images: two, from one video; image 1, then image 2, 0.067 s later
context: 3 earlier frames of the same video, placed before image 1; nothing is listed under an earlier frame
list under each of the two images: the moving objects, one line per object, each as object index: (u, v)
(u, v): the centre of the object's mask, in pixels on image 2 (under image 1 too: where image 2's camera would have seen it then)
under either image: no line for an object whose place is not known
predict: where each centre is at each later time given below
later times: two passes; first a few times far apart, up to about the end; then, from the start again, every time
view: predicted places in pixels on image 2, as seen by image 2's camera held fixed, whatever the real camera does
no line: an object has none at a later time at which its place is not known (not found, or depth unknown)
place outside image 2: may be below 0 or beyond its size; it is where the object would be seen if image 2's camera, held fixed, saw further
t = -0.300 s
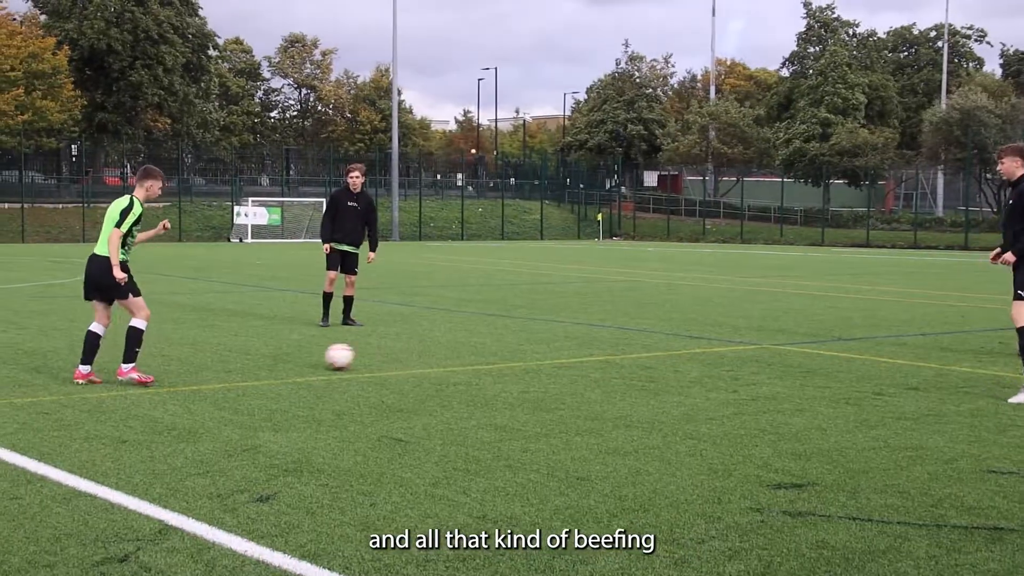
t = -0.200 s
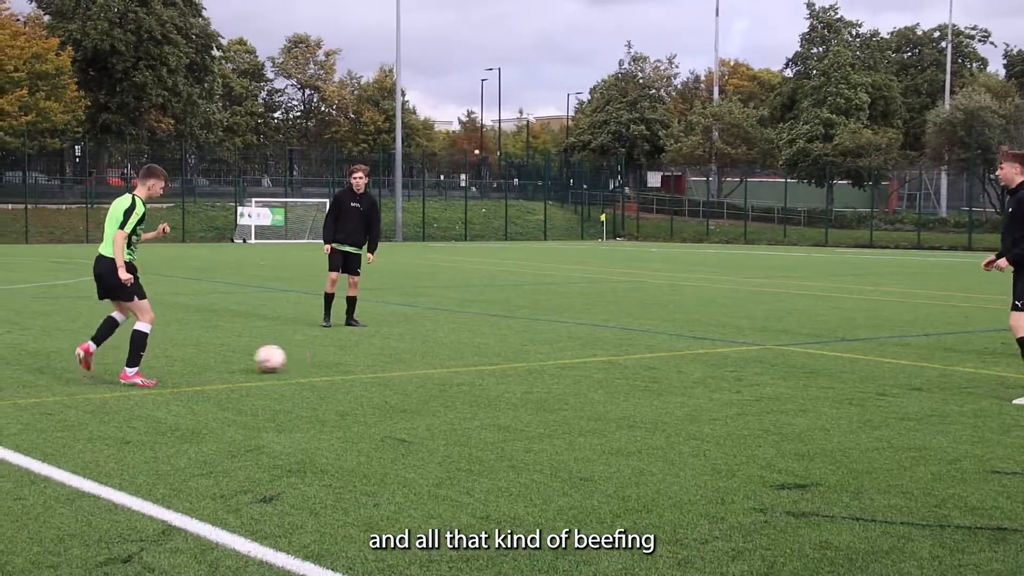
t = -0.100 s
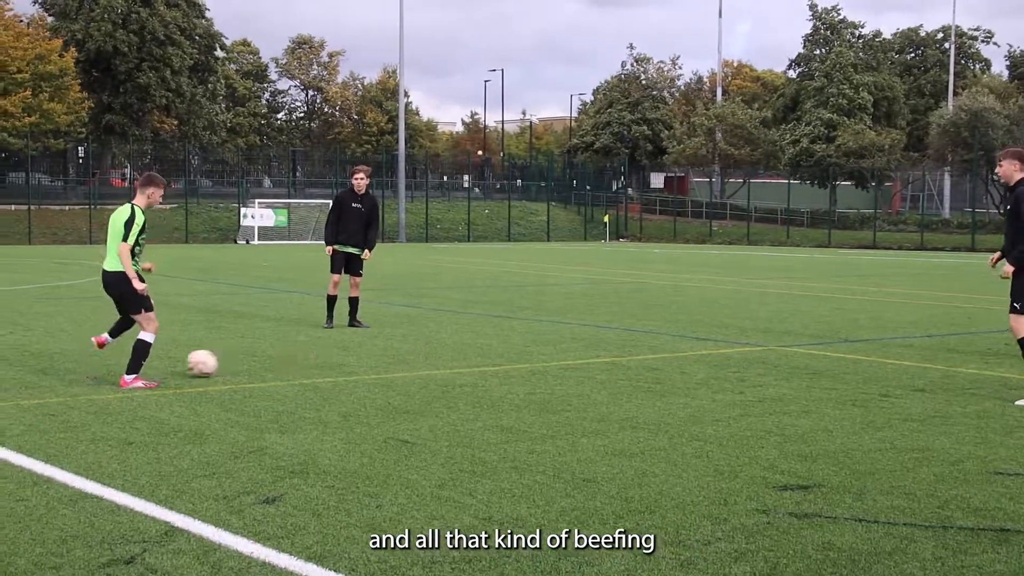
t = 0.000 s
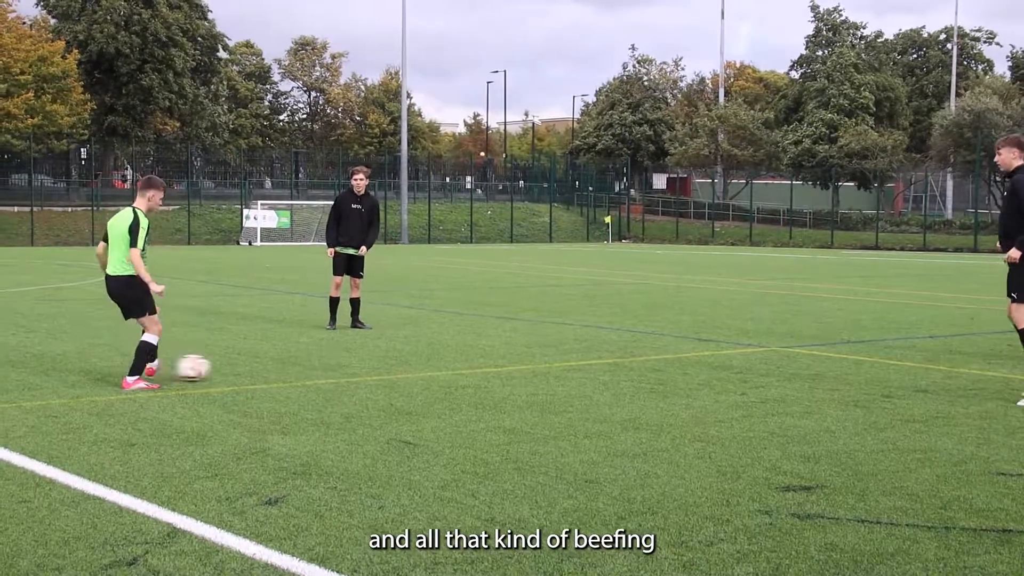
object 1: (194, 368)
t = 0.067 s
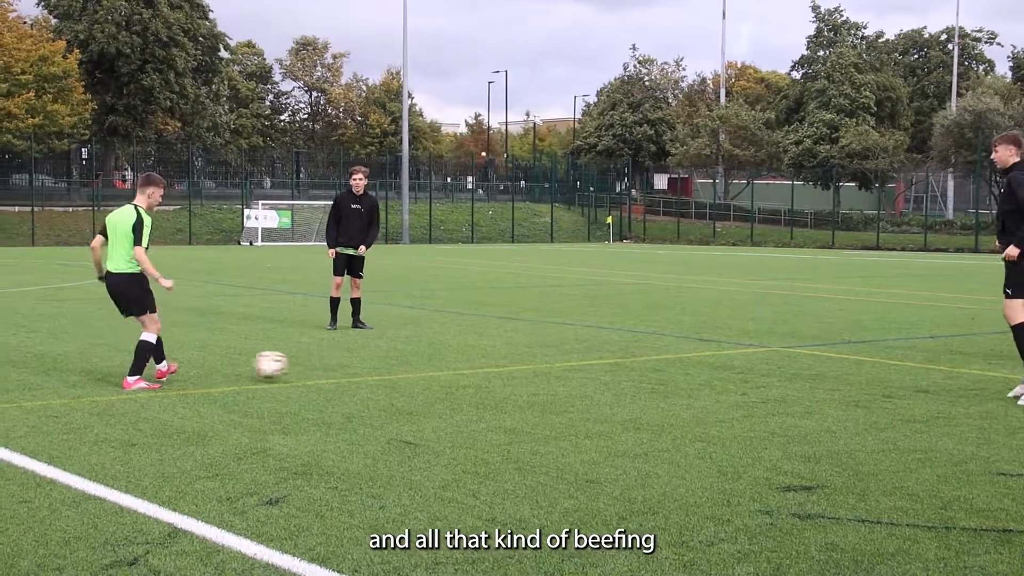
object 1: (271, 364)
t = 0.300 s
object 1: (534, 375)
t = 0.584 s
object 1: (825, 385)
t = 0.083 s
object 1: (290, 364)
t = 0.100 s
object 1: (308, 365)
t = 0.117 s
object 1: (328, 365)
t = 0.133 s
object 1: (347, 366)
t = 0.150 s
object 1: (367, 368)
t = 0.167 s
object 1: (386, 369)
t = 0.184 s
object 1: (406, 371)
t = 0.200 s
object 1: (424, 373)
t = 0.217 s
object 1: (443, 372)
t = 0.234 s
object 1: (461, 373)
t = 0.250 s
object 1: (480, 373)
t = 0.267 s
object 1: (498, 373)
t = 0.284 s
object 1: (515, 374)
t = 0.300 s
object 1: (534, 375)
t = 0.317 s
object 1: (551, 376)
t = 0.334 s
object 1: (569, 377)
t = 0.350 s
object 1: (587, 377)
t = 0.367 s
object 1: (604, 377)
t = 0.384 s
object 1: (621, 378)
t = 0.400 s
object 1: (639, 378)
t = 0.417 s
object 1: (656, 378)
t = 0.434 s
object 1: (674, 379)
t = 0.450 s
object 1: (691, 381)
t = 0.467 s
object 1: (708, 381)
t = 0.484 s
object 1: (725, 381)
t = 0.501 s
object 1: (741, 381)
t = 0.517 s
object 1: (758, 381)
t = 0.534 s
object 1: (775, 382)
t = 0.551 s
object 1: (791, 383)
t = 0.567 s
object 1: (808, 384)
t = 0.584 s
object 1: (825, 385)
